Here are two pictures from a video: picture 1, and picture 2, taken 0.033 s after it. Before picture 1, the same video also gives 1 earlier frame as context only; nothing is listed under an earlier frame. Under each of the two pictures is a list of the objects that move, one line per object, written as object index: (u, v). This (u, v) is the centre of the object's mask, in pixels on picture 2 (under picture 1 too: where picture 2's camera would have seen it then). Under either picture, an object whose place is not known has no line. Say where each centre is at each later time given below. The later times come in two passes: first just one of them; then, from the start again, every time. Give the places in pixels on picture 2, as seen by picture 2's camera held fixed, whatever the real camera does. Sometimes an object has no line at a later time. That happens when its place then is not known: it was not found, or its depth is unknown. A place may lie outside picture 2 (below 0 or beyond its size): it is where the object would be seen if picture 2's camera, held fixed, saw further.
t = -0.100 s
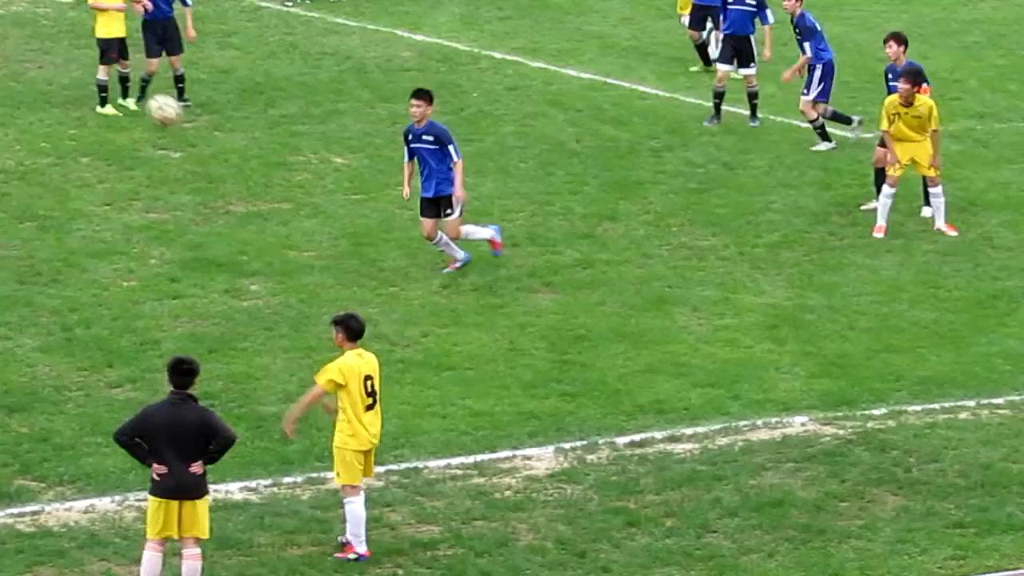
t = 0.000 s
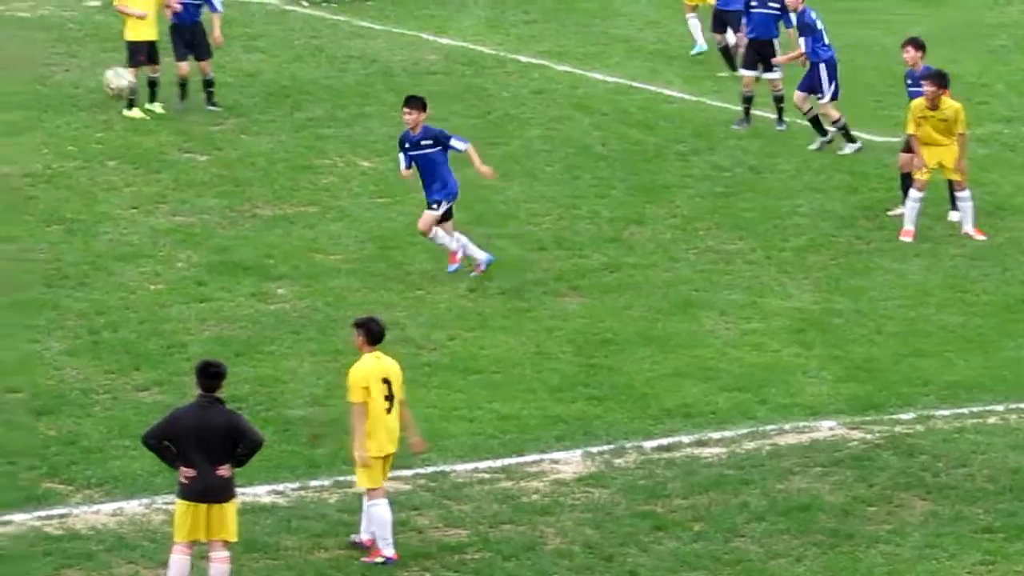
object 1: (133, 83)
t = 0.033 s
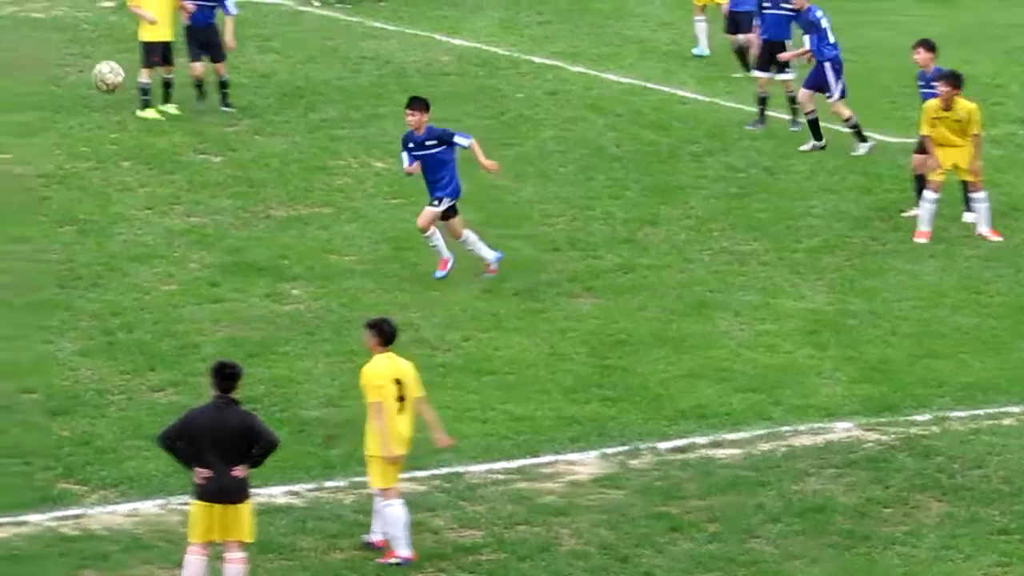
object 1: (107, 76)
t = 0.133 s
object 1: (33, 61)
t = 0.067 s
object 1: (81, 69)
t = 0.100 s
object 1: (57, 64)
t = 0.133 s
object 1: (33, 61)
